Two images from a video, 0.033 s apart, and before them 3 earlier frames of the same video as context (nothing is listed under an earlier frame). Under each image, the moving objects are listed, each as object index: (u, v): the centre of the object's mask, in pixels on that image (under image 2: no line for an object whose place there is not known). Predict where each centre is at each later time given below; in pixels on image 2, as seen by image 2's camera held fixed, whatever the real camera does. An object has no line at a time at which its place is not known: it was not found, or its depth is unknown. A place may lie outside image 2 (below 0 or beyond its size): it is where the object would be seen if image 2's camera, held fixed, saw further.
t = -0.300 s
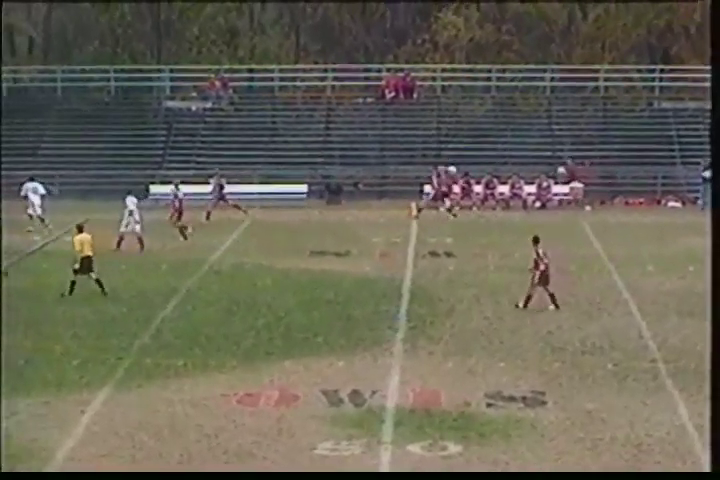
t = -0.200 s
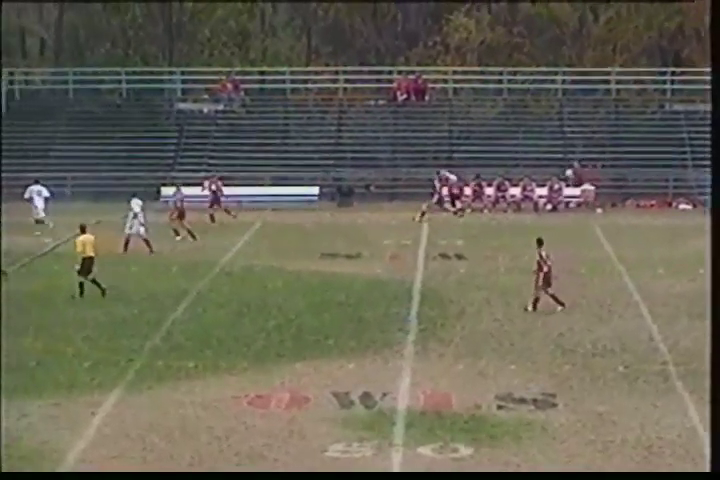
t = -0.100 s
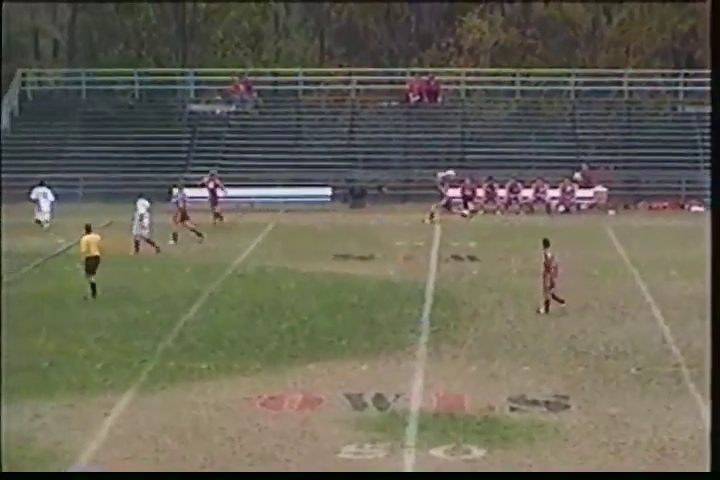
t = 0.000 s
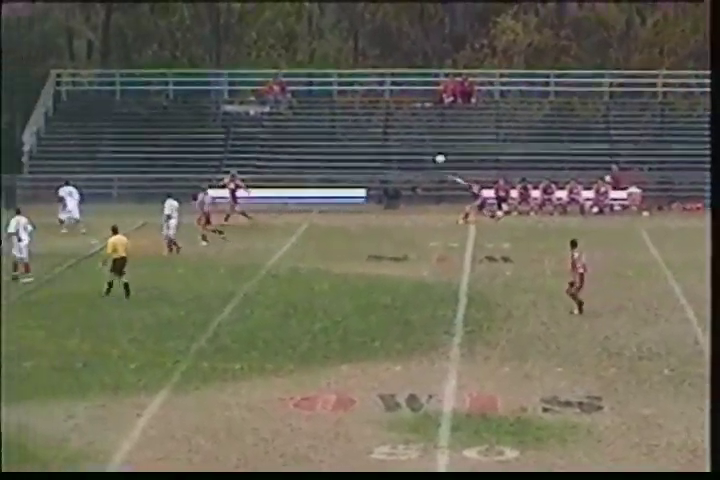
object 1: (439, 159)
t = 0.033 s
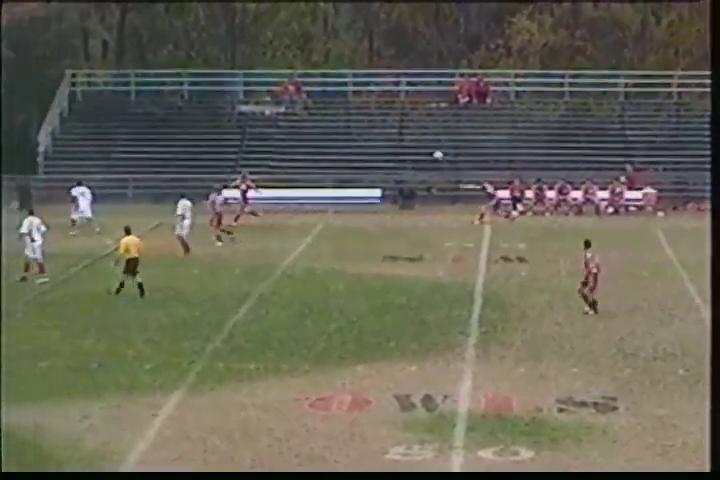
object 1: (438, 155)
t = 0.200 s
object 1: (349, 139)
